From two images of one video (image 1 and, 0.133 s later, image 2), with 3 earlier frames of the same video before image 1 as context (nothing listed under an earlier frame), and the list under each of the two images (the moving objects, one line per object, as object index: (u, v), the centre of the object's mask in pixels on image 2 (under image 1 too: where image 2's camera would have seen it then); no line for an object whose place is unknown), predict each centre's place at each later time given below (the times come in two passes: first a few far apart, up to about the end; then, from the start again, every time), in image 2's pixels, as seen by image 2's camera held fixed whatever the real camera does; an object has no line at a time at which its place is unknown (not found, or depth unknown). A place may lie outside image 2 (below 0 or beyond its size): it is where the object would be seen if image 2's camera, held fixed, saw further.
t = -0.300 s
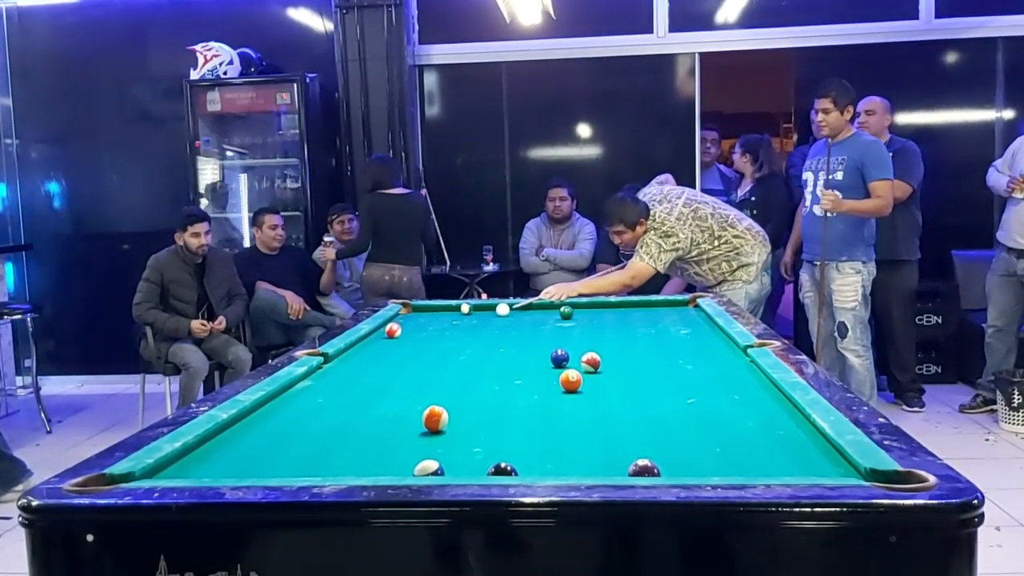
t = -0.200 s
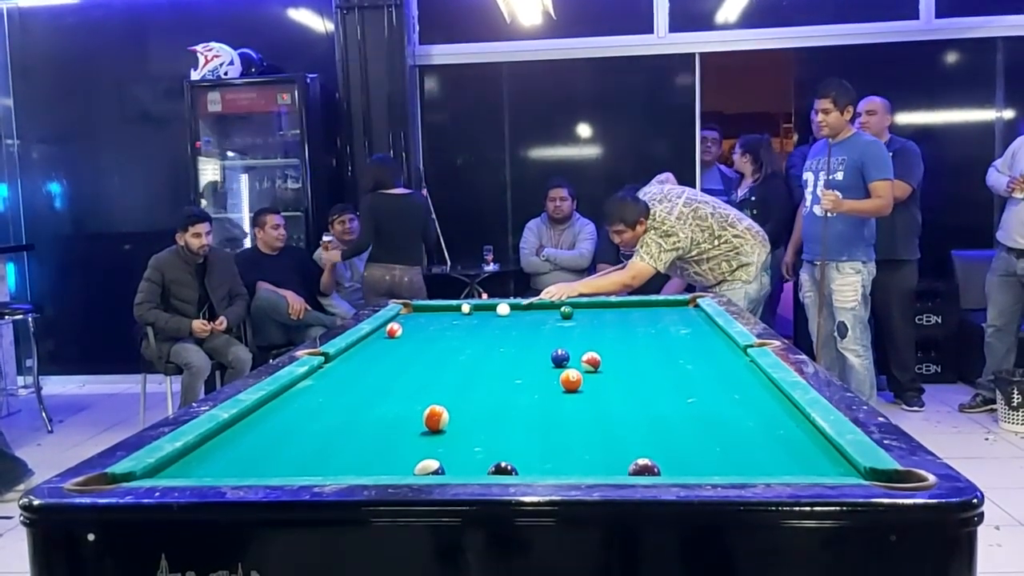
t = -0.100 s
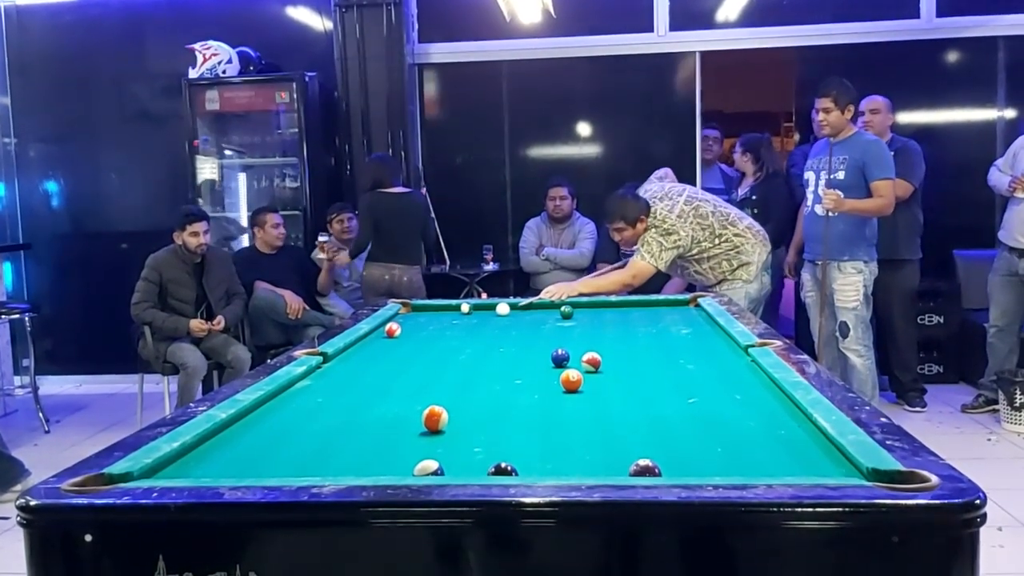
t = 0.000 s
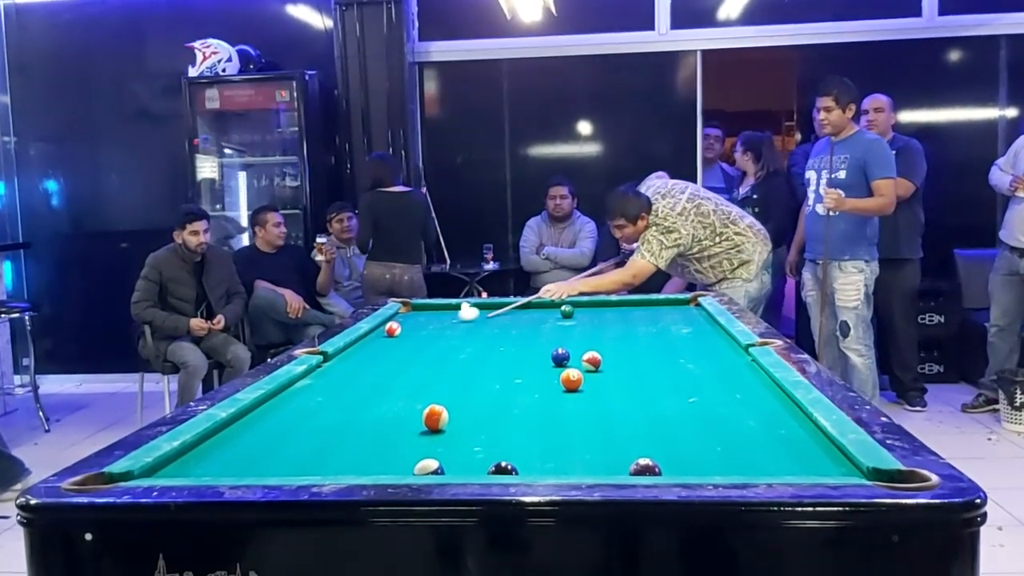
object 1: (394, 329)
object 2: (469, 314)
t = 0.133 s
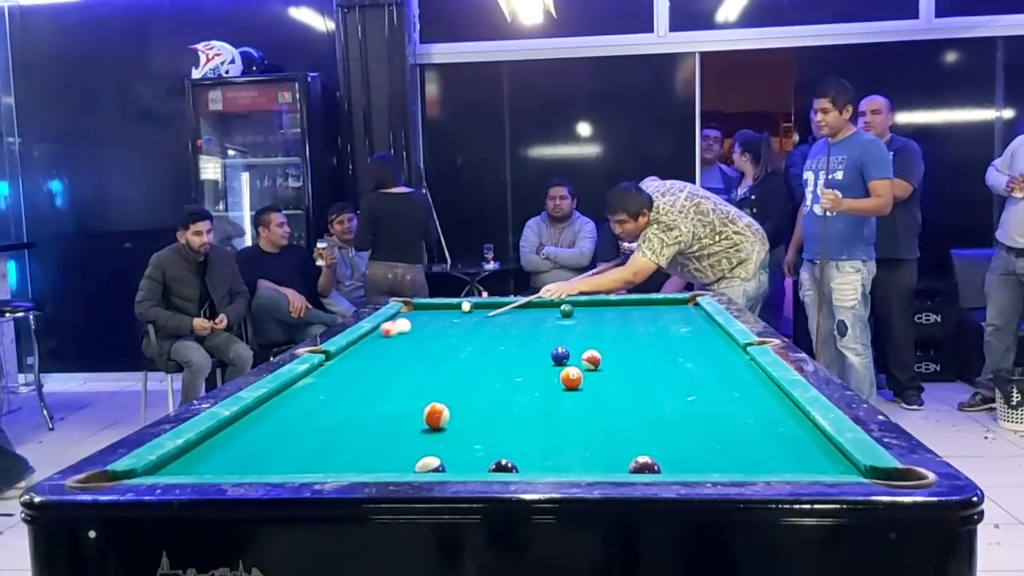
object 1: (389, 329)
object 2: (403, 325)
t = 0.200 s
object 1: (369, 335)
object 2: (397, 325)
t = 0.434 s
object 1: (388, 352)
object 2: (389, 322)
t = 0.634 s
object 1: (406, 367)
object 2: (395, 320)
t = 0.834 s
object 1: (428, 384)
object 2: (403, 317)
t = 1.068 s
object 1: (459, 409)
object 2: (413, 314)
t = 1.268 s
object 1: (491, 436)
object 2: (419, 312)
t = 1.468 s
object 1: (532, 463)
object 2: (425, 310)
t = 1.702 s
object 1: (604, 449)
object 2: (431, 308)
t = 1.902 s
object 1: (655, 429)
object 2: (436, 307)
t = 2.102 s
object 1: (698, 412)
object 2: (439, 305)
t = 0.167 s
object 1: (376, 332)
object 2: (399, 325)
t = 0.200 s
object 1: (369, 335)
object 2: (397, 325)
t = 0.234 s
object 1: (372, 337)
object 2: (395, 325)
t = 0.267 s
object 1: (375, 340)
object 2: (394, 325)
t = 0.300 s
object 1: (378, 343)
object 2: (393, 324)
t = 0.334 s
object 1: (380, 345)
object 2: (392, 324)
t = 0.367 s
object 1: (383, 348)
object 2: (391, 323)
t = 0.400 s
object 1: (386, 350)
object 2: (390, 323)
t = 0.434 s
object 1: (388, 352)
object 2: (389, 322)
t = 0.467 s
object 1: (391, 354)
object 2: (388, 322)
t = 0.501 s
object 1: (394, 357)
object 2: (389, 321)
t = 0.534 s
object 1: (397, 359)
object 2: (390, 321)
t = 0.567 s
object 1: (400, 361)
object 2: (392, 320)
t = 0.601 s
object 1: (403, 364)
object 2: (393, 320)
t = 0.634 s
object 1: (406, 367)
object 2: (395, 320)
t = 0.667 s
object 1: (410, 369)
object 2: (396, 319)
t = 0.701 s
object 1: (413, 372)
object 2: (398, 319)
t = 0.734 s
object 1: (417, 375)
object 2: (399, 318)
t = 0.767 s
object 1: (421, 378)
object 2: (401, 318)
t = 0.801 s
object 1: (424, 381)
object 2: (402, 317)
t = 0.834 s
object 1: (428, 384)
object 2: (403, 317)
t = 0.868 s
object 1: (432, 387)
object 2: (405, 317)
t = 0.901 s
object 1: (436, 390)
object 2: (406, 316)
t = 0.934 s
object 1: (441, 393)
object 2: (407, 316)
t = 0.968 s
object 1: (445, 396)
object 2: (409, 315)
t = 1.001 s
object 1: (450, 400)
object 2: (410, 315)
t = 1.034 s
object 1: (455, 404)
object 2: (411, 314)
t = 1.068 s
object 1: (459, 409)
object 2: (413, 314)
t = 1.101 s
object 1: (463, 413)
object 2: (414, 314)
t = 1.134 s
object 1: (468, 417)
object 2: (415, 313)
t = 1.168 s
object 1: (473, 422)
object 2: (416, 313)
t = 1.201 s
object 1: (479, 426)
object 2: (417, 313)
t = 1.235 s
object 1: (485, 431)
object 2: (418, 312)
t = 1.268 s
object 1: (491, 436)
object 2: (419, 312)
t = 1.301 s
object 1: (497, 440)
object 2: (420, 312)
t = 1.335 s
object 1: (504, 445)
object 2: (421, 311)
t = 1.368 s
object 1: (511, 449)
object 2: (422, 311)
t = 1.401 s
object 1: (519, 454)
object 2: (423, 311)
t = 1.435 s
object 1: (526, 459)
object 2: (424, 310)
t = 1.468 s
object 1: (532, 463)
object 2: (425, 310)
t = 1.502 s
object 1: (541, 466)
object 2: (426, 310)
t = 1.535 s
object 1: (553, 463)
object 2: (427, 309)
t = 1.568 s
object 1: (564, 461)
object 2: (428, 309)
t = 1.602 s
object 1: (575, 459)
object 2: (429, 309)
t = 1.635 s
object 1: (585, 457)
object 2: (430, 308)
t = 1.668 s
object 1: (594, 453)
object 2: (430, 308)
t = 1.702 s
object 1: (604, 449)
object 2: (431, 308)
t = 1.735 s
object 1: (613, 445)
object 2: (432, 308)
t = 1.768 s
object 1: (622, 442)
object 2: (433, 307)
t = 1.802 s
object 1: (631, 438)
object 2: (434, 307)
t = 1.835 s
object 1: (638, 435)
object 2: (434, 307)
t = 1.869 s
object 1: (647, 432)
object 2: (435, 307)
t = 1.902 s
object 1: (655, 429)
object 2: (436, 307)
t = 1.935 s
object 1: (663, 426)
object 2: (436, 307)
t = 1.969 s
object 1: (670, 423)
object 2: (437, 306)
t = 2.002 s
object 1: (677, 420)
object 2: (438, 306)
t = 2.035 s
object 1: (685, 418)
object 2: (438, 306)
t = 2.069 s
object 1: (692, 415)
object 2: (439, 306)
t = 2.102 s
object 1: (698, 412)
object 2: (439, 305)
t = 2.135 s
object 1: (705, 409)
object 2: (440, 305)
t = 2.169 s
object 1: (711, 407)
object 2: (440, 305)
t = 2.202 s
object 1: (717, 404)
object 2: (441, 305)
